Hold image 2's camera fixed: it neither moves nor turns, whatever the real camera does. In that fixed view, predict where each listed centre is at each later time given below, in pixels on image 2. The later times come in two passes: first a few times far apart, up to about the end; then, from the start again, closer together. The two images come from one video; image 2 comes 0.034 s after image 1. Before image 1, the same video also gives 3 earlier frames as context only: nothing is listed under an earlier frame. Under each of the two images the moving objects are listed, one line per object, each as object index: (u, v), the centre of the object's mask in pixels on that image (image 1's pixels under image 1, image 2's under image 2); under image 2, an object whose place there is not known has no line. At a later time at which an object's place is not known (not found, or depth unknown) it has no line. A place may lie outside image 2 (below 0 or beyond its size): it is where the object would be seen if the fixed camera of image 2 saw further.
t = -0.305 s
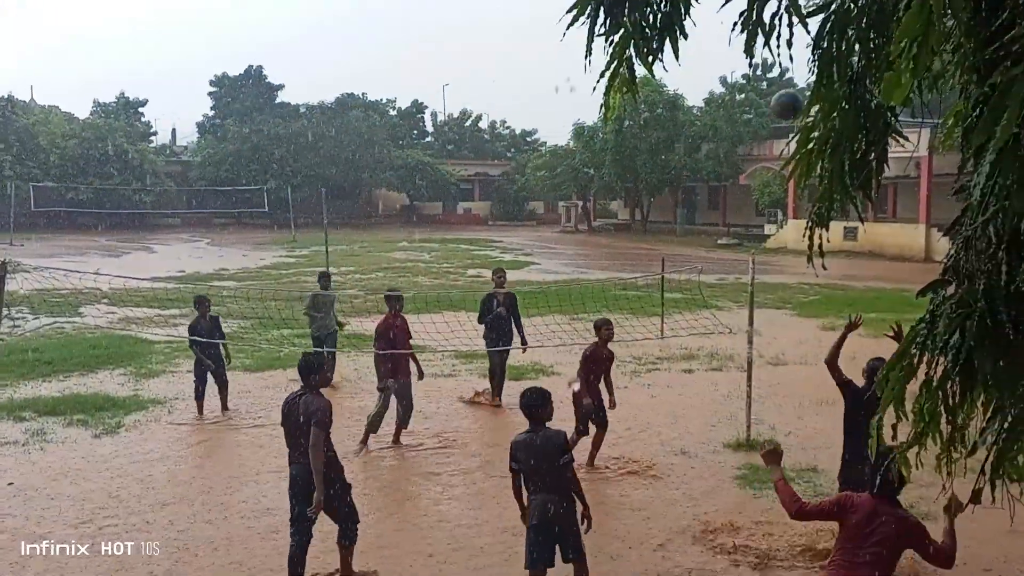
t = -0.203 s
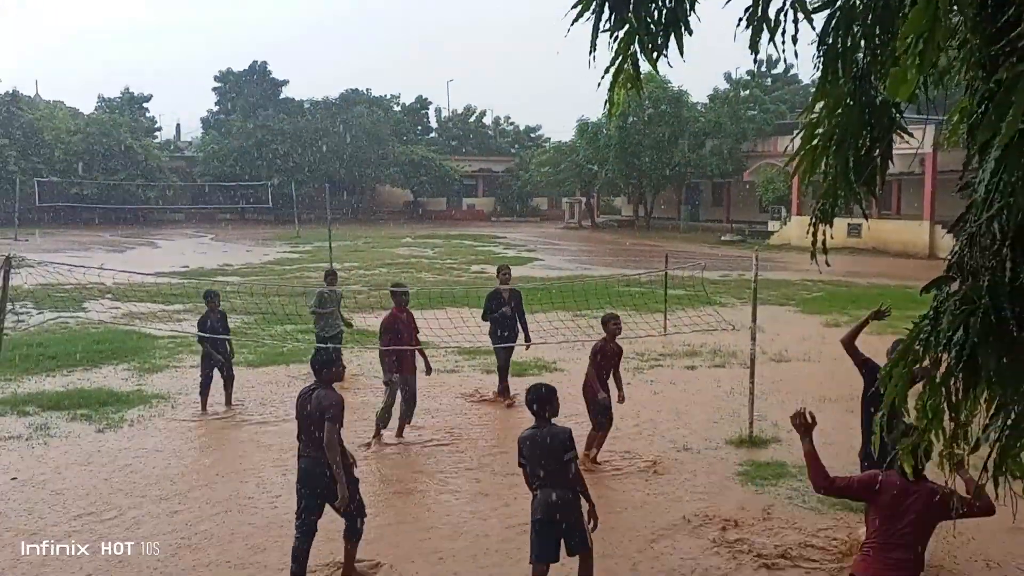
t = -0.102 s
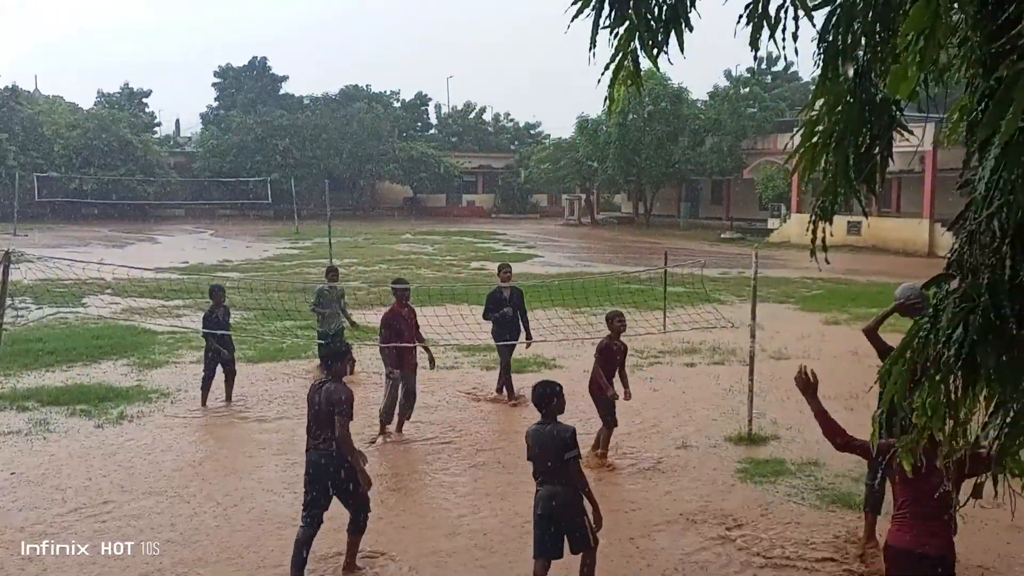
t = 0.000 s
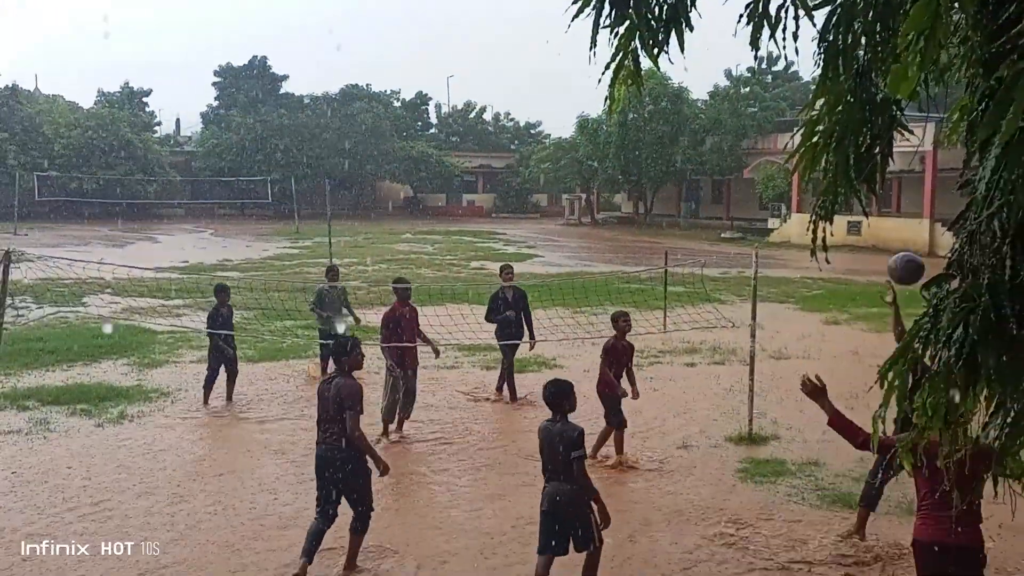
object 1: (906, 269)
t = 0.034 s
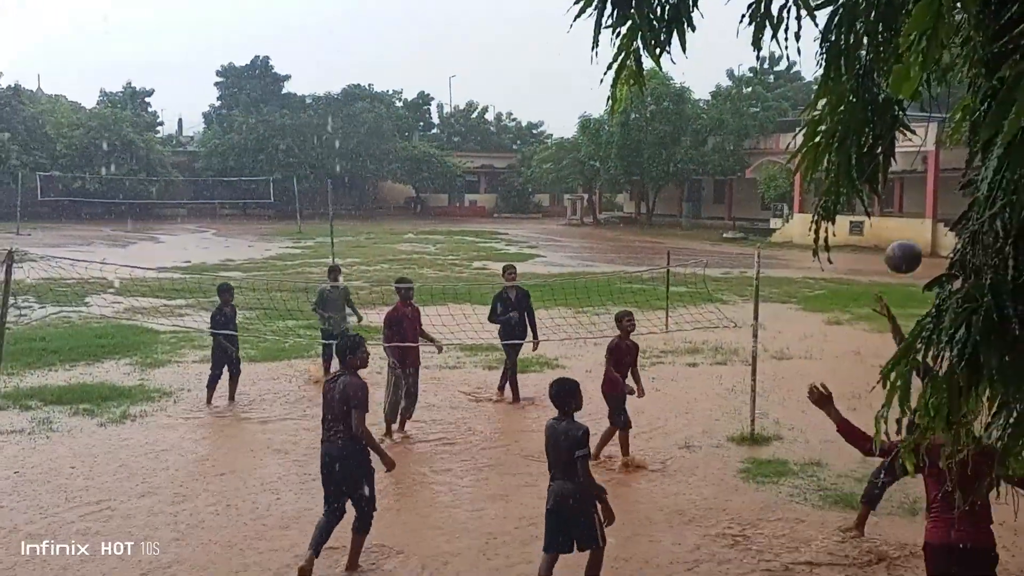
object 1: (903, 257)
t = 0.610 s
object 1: (819, 313)
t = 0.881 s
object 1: (783, 478)
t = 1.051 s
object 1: (770, 489)
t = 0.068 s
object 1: (899, 247)
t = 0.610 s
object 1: (819, 313)
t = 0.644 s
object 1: (814, 330)
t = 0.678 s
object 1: (809, 348)
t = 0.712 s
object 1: (805, 367)
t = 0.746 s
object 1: (800, 388)
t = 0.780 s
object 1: (796, 409)
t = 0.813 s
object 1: (792, 431)
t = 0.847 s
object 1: (788, 454)
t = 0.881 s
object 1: (783, 478)
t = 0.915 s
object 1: (779, 491)
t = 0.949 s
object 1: (777, 490)
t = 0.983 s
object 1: (775, 488)
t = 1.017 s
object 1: (774, 489)
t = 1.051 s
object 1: (770, 489)
